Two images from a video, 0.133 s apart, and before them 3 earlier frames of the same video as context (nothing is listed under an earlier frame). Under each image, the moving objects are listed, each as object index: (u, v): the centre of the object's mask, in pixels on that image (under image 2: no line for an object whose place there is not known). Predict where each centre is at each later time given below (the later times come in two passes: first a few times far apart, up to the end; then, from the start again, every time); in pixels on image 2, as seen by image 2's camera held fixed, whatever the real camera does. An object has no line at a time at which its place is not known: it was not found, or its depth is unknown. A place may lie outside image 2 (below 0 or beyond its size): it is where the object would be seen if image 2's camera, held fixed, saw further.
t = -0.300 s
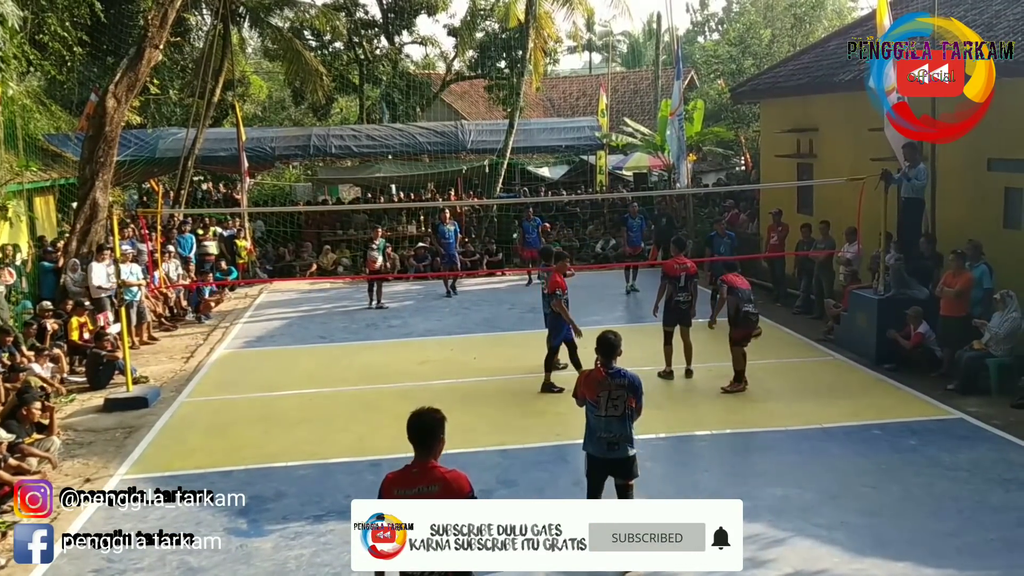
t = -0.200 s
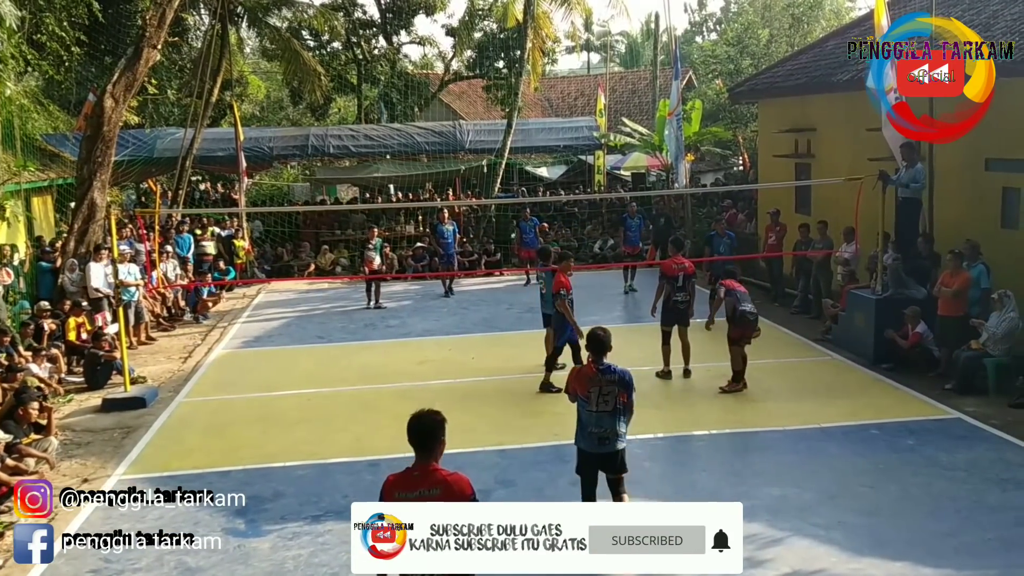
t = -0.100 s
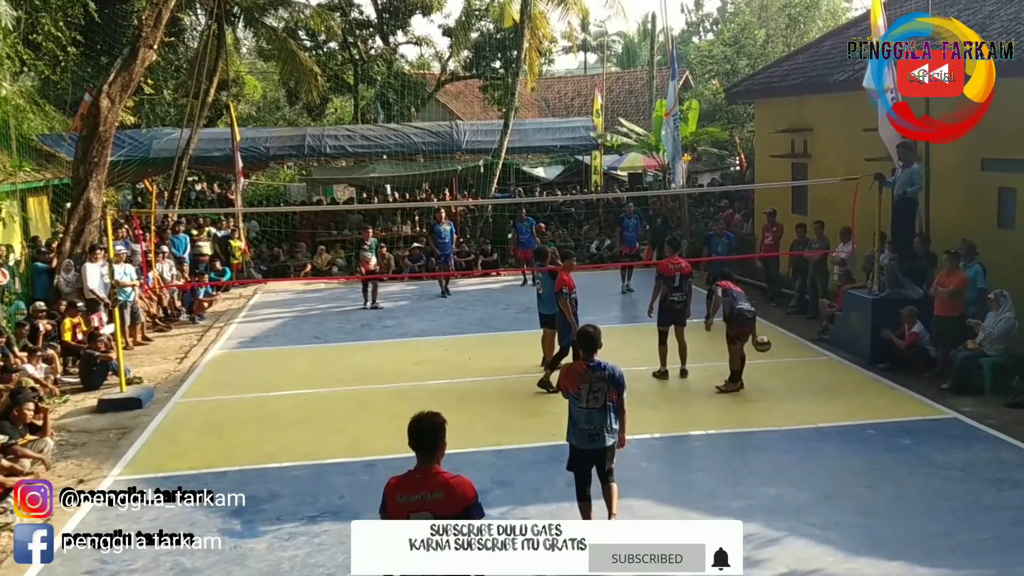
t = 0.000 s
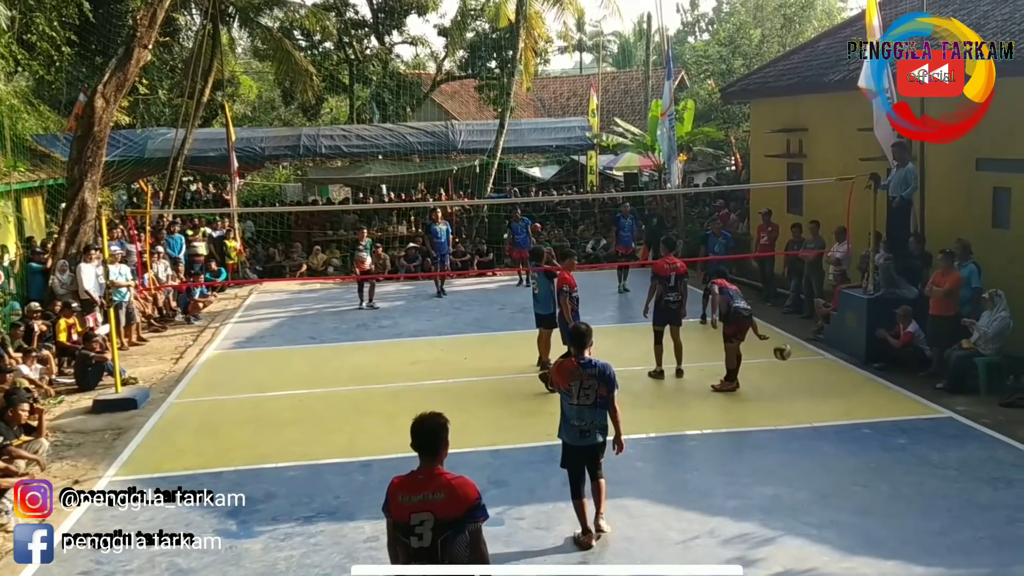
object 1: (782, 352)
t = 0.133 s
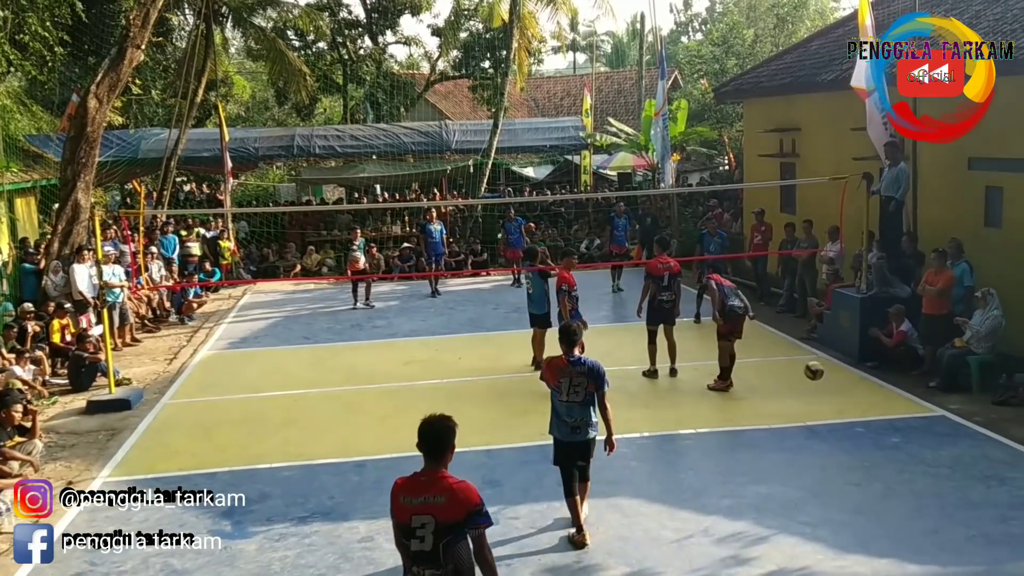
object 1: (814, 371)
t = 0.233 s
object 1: (847, 399)
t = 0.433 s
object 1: (913, 427)
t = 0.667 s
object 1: (991, 438)
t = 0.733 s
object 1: (1016, 453)
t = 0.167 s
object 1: (824, 379)
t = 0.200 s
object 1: (835, 388)
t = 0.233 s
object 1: (847, 399)
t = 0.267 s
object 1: (859, 411)
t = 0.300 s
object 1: (871, 424)
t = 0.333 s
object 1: (884, 439)
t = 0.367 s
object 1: (893, 433)
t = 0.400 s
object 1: (903, 429)
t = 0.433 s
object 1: (913, 427)
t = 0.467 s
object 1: (924, 425)
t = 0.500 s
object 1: (934, 423)
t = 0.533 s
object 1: (945, 424)
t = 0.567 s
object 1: (957, 425)
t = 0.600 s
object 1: (968, 428)
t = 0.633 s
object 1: (980, 432)
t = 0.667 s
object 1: (991, 438)
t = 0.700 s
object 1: (1004, 444)
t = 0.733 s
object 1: (1016, 453)
